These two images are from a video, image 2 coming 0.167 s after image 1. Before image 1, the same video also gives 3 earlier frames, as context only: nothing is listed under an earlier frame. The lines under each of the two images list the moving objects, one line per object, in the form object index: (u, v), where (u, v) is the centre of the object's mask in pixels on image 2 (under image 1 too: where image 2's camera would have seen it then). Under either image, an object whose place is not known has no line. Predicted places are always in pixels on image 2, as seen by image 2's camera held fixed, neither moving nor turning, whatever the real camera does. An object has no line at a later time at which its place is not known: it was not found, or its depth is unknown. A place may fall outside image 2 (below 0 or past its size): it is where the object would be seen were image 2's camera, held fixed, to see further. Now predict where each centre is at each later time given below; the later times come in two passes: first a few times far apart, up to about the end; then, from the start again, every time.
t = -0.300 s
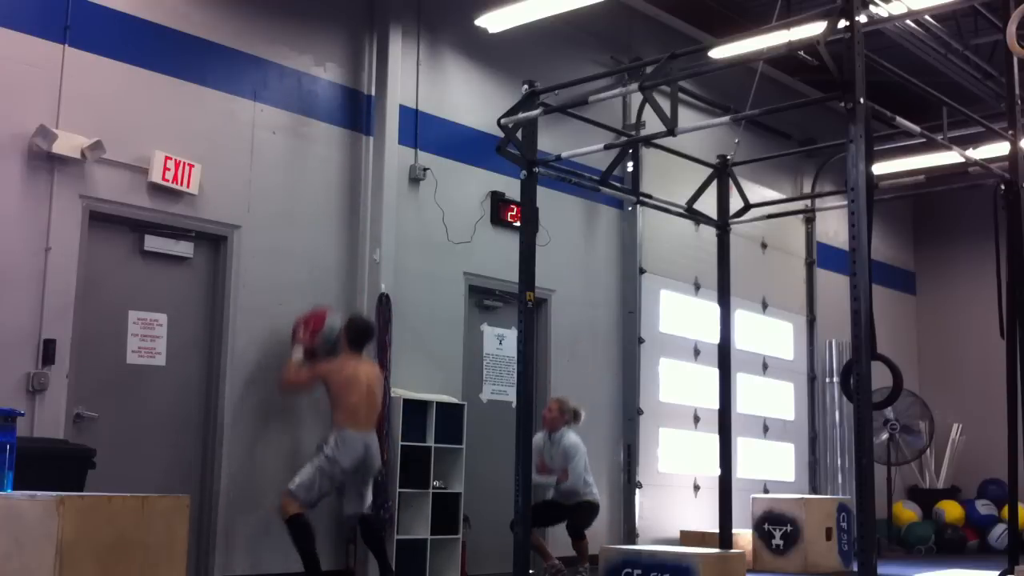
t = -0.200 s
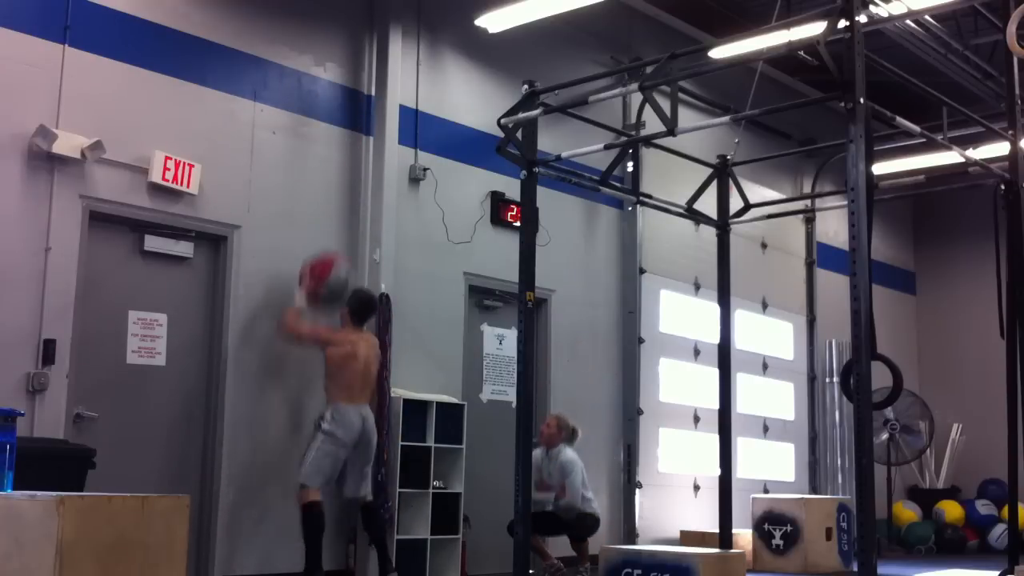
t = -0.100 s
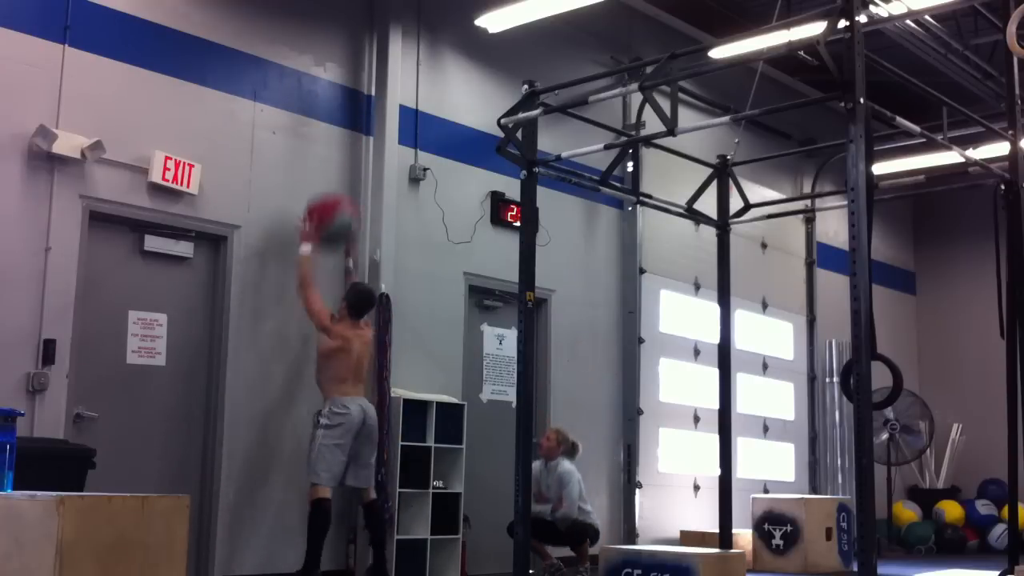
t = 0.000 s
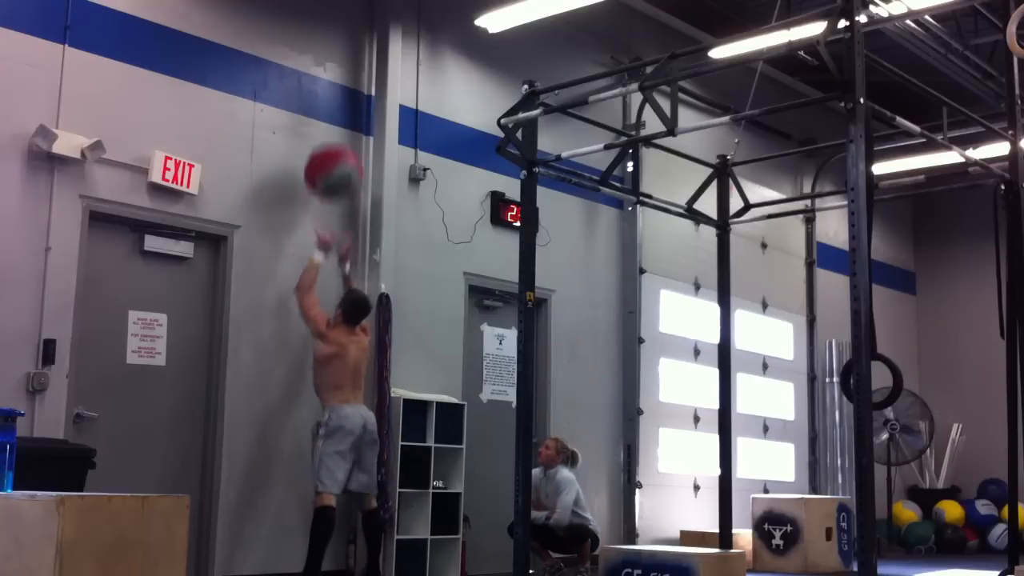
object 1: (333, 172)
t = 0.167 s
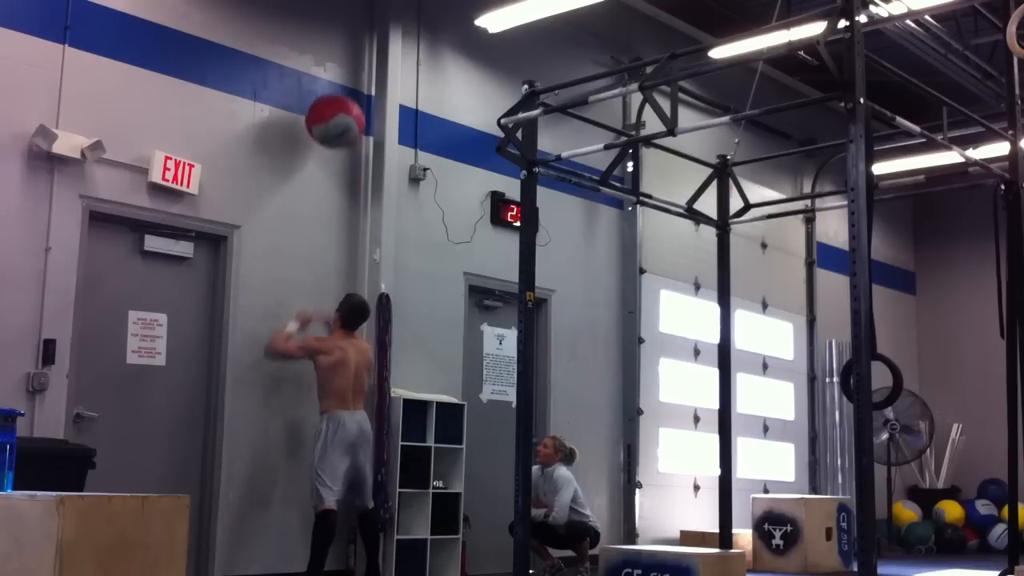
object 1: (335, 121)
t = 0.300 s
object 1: (335, 109)
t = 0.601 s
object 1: (331, 177)
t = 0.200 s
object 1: (335, 115)
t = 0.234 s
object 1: (335, 112)
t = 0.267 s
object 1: (335, 110)
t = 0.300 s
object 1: (335, 109)
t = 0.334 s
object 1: (335, 110)
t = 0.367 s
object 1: (335, 112)
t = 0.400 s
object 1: (334, 116)
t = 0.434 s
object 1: (334, 122)
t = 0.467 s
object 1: (333, 129)
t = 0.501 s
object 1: (333, 139)
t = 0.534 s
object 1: (332, 150)
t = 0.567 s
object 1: (331, 162)
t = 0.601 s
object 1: (331, 177)
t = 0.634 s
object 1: (329, 194)
